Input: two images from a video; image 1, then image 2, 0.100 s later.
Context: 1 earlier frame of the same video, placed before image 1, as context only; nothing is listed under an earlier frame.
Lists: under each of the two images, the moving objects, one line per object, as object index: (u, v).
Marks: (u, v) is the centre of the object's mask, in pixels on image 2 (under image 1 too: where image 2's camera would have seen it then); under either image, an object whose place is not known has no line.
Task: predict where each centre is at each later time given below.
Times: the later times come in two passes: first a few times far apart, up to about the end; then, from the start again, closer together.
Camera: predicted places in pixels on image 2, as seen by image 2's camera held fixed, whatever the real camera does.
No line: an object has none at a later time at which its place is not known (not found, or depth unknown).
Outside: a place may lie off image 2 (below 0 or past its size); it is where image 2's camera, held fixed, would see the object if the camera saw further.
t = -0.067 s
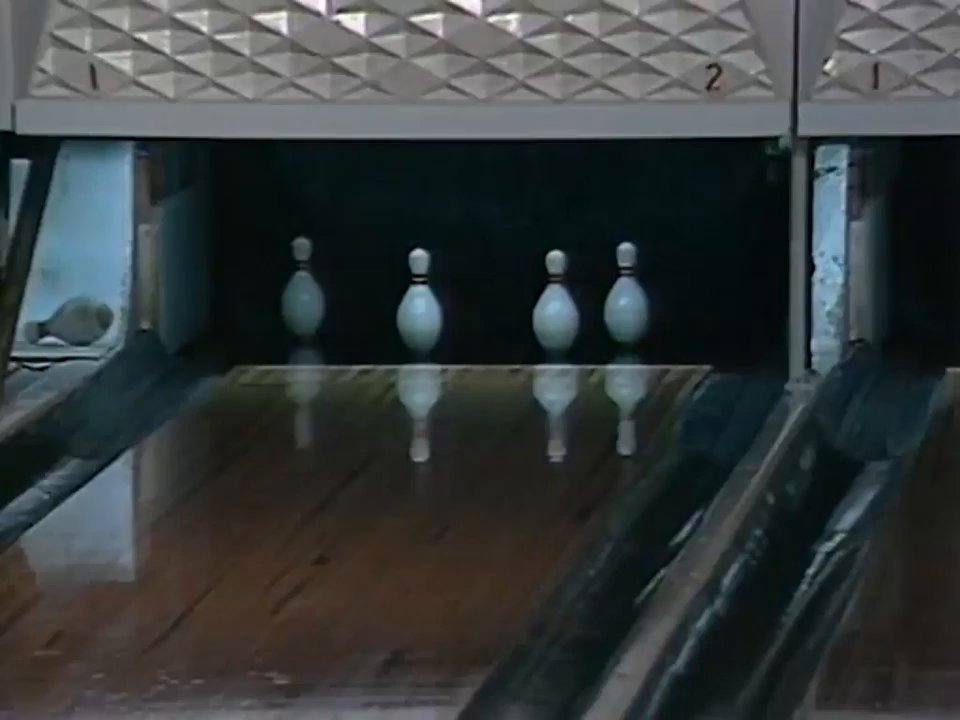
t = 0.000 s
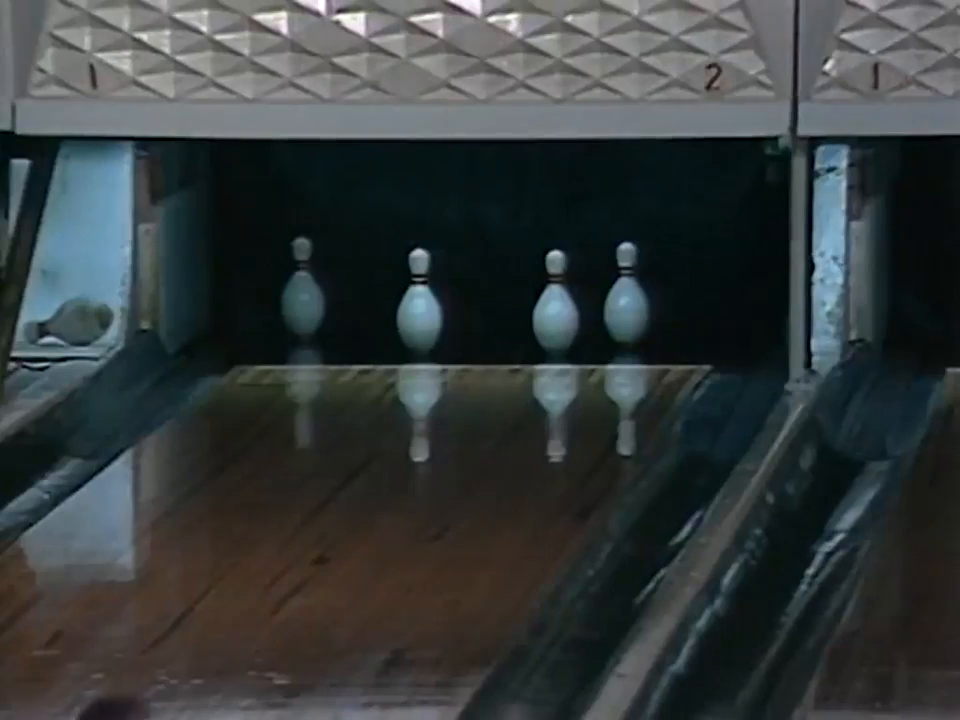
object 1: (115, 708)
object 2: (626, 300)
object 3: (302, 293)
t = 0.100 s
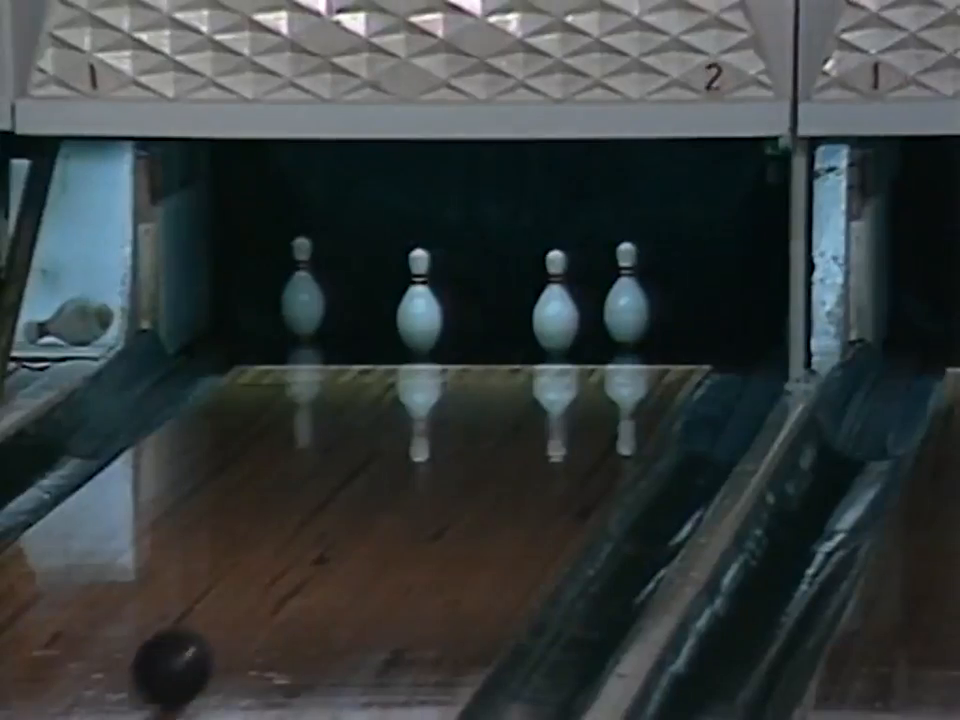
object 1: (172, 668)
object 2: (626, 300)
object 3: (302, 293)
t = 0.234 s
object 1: (236, 593)
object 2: (626, 300)
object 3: (302, 293)
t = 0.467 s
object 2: (626, 300)
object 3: (302, 293)
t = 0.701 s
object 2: (626, 300)
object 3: (302, 293)
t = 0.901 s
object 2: (626, 300)
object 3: (302, 293)
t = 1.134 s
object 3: (298, 285)
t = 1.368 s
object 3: (302, 293)
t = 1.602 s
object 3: (302, 293)
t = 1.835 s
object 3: (302, 293)
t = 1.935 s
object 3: (301, 292)
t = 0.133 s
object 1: (189, 648)
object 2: (626, 300)
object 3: (302, 293)
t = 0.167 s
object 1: (206, 628)
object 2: (626, 300)
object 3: (302, 293)
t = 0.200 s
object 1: (221, 610)
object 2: (626, 300)
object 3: (302, 293)
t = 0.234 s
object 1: (236, 593)
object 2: (626, 300)
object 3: (302, 293)
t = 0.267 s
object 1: (250, 576)
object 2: (626, 300)
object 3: (302, 293)
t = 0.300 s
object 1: (265, 559)
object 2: (626, 300)
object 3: (302, 293)
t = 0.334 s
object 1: (278, 544)
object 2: (626, 300)
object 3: (302, 293)
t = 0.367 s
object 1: (290, 531)
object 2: (626, 300)
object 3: (302, 293)
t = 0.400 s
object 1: (304, 514)
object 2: (626, 300)
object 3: (302, 293)
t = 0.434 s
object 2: (626, 300)
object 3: (302, 293)
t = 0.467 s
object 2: (626, 300)
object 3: (302, 293)
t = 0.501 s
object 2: (626, 300)
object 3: (302, 293)
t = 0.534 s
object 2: (626, 300)
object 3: (302, 293)
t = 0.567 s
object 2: (626, 300)
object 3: (302, 293)
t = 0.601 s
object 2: (626, 300)
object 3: (302, 293)
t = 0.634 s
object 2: (626, 300)
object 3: (302, 293)
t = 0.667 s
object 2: (626, 300)
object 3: (302, 293)
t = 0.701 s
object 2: (626, 300)
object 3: (302, 293)
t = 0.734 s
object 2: (626, 300)
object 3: (302, 293)
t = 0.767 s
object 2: (626, 300)
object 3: (302, 293)
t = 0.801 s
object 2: (626, 300)
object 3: (302, 293)
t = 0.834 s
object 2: (626, 300)
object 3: (302, 293)
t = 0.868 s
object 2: (626, 300)
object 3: (302, 293)
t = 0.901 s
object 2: (626, 300)
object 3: (302, 293)
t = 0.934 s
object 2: (626, 300)
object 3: (303, 293)
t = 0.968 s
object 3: (302, 293)
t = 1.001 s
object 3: (298, 286)
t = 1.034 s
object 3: (304, 291)
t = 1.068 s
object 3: (303, 293)
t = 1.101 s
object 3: (306, 276)
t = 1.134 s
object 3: (298, 285)
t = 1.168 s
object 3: (303, 293)
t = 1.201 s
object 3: (303, 293)
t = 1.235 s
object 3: (303, 293)
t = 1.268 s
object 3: (302, 293)
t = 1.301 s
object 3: (302, 293)
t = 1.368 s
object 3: (302, 293)
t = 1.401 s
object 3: (303, 293)
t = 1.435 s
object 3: (302, 293)
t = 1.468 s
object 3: (302, 293)
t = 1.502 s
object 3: (302, 293)
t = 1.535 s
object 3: (302, 293)
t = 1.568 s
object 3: (302, 293)
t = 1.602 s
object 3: (302, 293)
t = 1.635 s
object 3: (302, 293)
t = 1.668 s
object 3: (302, 293)
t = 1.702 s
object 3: (302, 293)
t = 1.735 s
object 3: (302, 293)
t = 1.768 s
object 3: (302, 293)
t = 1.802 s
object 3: (302, 293)
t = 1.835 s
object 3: (302, 293)
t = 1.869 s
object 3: (302, 293)
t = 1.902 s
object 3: (302, 293)
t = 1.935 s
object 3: (301, 292)
